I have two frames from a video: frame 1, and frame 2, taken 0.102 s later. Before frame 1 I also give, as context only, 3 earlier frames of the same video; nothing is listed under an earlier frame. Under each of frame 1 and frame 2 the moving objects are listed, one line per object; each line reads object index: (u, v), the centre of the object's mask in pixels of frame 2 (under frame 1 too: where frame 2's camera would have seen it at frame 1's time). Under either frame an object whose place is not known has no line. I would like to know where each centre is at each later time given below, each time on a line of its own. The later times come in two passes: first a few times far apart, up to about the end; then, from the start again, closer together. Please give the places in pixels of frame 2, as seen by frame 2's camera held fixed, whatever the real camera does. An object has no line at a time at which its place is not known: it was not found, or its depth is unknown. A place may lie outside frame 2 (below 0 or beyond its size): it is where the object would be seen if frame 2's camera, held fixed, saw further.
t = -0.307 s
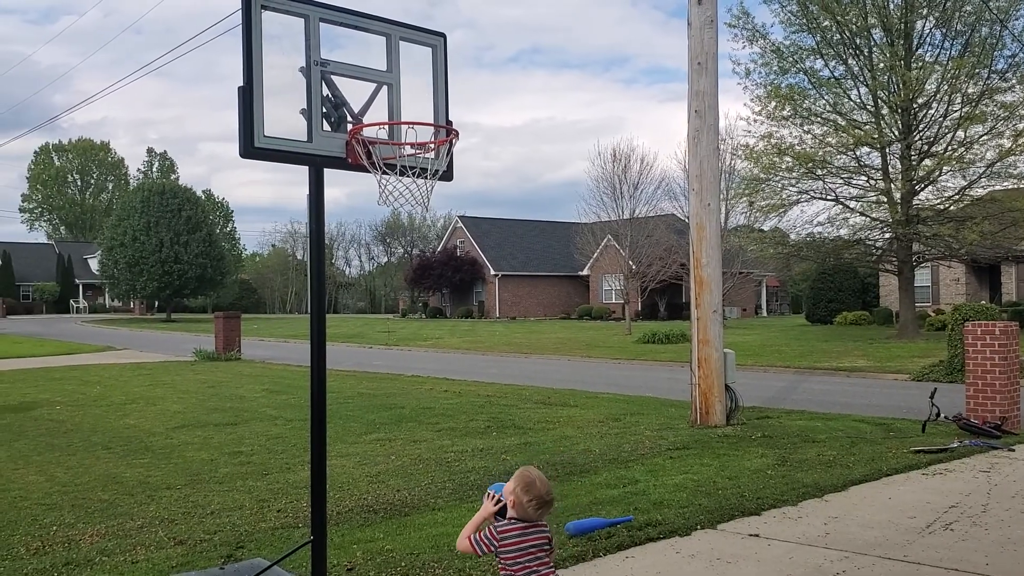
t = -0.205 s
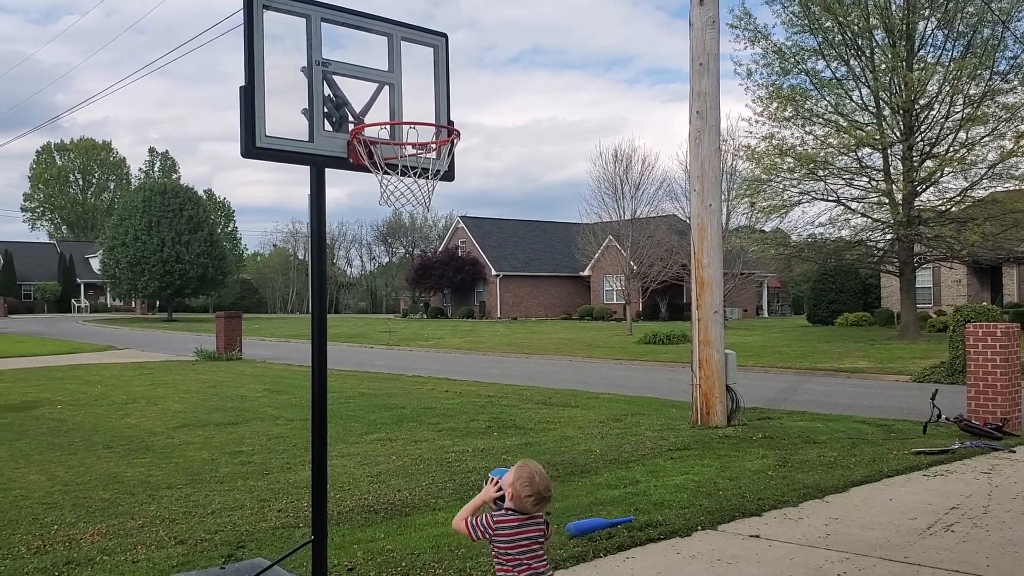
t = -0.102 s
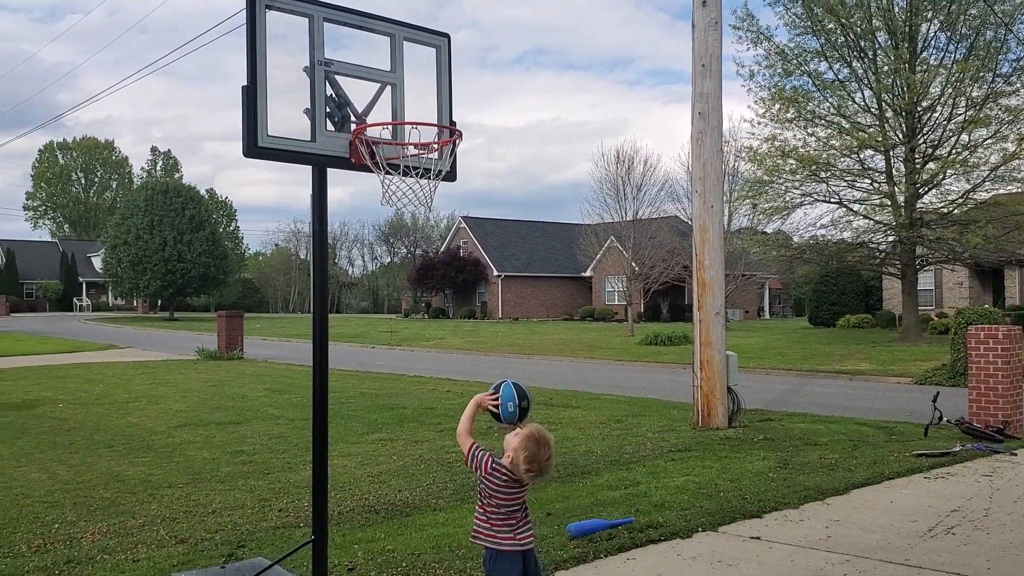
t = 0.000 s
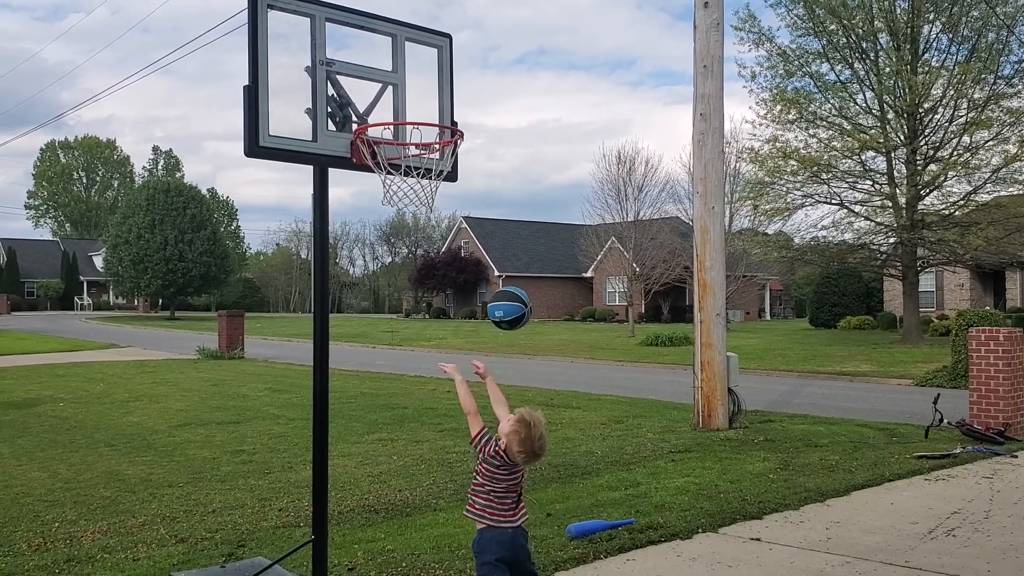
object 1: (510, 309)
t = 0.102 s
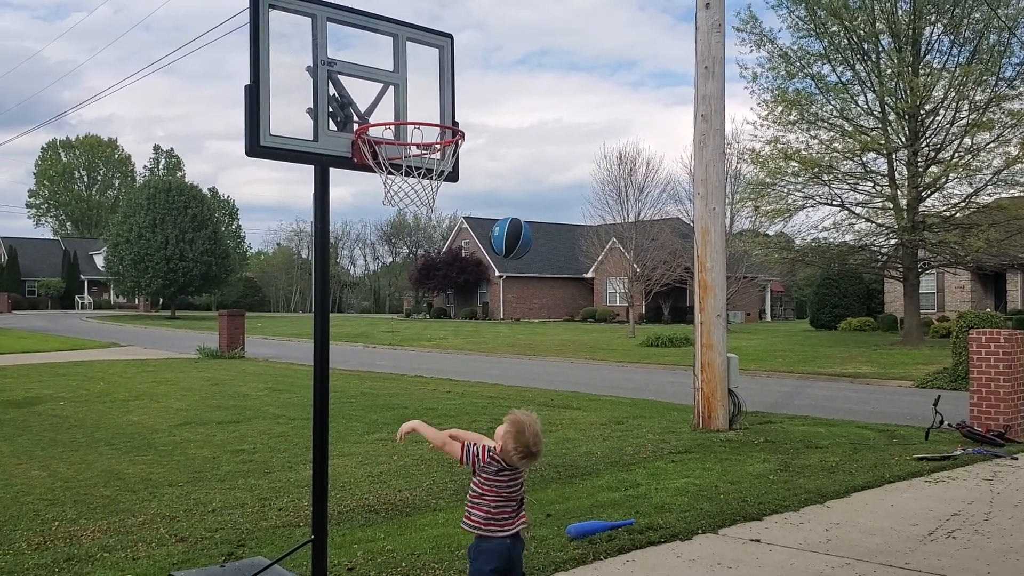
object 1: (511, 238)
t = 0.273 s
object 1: (511, 177)
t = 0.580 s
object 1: (515, 223)
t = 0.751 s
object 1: (517, 327)
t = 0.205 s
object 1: (511, 193)
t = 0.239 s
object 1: (511, 184)
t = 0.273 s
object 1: (511, 177)
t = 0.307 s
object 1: (512, 172)
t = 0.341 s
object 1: (512, 170)
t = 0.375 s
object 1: (512, 170)
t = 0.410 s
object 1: (513, 173)
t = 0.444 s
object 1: (513, 178)
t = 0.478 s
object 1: (514, 186)
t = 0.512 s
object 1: (514, 196)
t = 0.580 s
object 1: (515, 223)
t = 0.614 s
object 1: (515, 239)
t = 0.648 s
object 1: (515, 258)
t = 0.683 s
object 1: (516, 279)
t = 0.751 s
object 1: (517, 327)
